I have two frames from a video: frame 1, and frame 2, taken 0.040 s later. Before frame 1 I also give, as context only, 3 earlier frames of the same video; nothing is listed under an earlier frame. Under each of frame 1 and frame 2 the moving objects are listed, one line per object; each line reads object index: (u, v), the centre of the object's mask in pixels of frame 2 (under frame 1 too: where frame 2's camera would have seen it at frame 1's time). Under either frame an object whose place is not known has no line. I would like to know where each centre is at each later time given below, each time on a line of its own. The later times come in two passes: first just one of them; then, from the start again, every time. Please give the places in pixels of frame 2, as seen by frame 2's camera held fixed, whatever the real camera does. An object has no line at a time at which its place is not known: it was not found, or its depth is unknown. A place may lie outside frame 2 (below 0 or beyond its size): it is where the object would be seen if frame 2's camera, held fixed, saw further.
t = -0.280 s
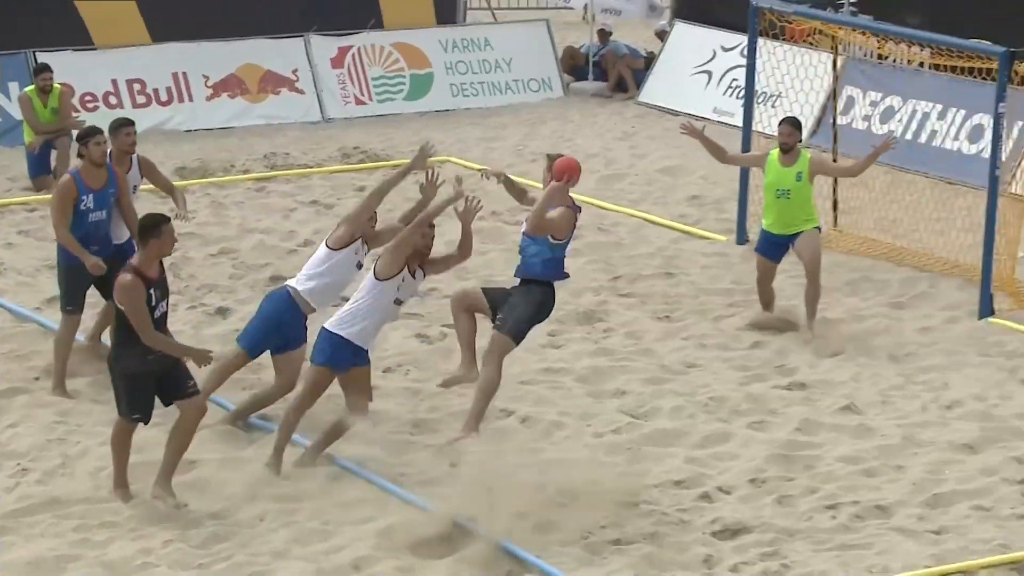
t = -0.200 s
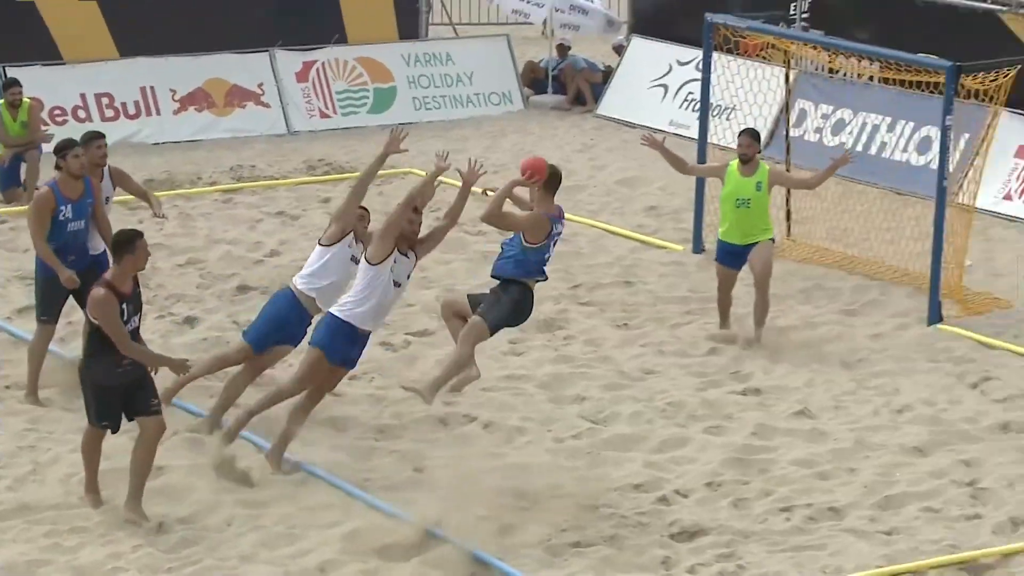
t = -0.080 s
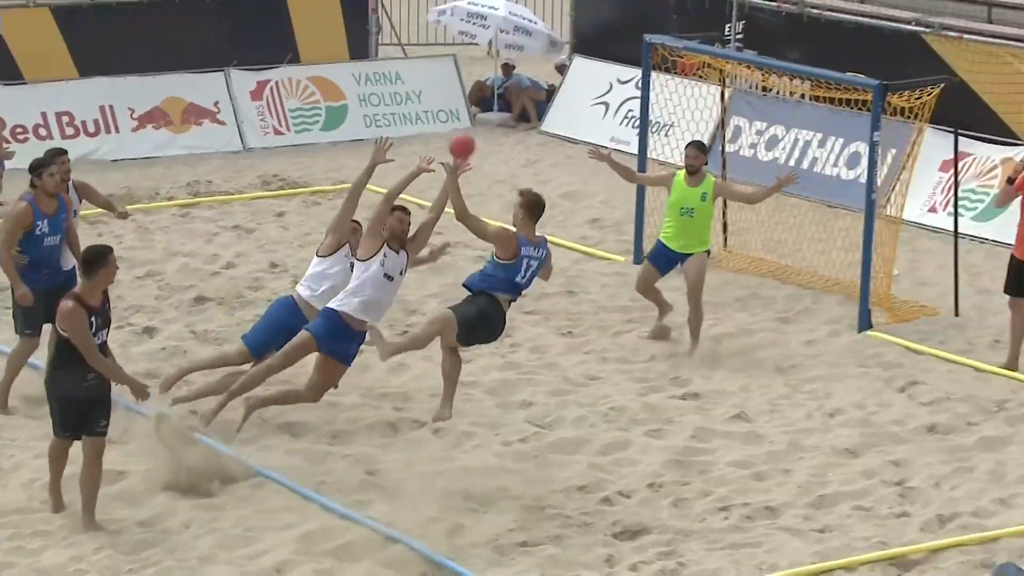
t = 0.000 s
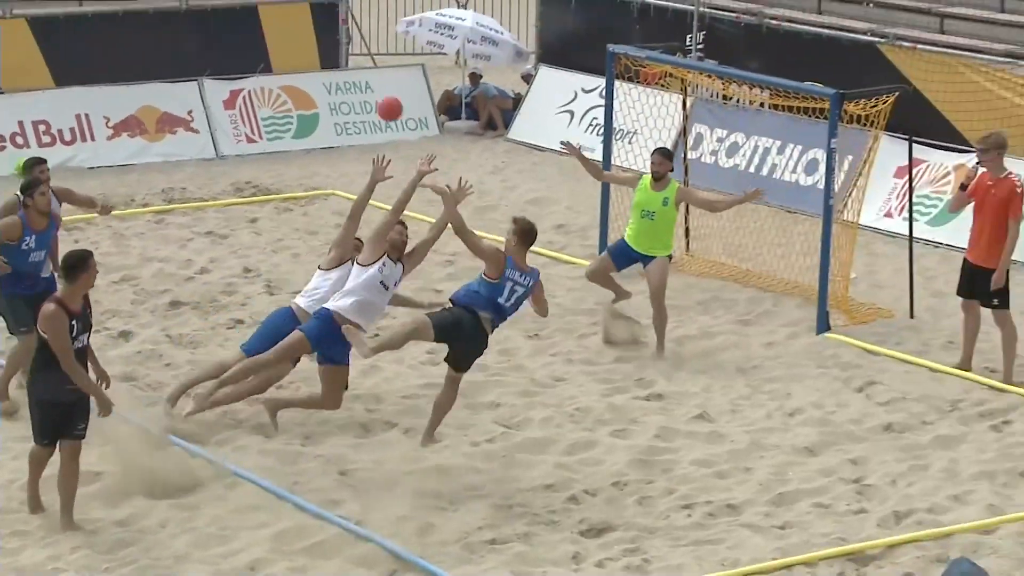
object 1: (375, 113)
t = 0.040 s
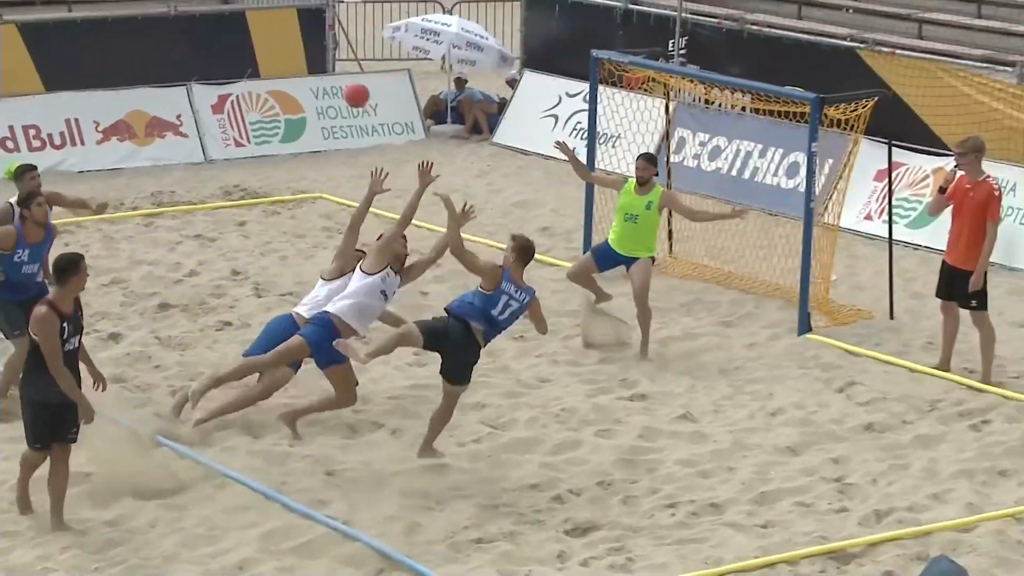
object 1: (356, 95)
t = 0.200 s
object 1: (281, 46)
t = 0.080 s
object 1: (338, 79)
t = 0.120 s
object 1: (319, 65)
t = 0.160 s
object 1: (300, 55)
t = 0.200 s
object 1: (281, 46)
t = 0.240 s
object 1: (262, 39)
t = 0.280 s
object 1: (244, 33)
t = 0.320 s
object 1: (226, 29)
